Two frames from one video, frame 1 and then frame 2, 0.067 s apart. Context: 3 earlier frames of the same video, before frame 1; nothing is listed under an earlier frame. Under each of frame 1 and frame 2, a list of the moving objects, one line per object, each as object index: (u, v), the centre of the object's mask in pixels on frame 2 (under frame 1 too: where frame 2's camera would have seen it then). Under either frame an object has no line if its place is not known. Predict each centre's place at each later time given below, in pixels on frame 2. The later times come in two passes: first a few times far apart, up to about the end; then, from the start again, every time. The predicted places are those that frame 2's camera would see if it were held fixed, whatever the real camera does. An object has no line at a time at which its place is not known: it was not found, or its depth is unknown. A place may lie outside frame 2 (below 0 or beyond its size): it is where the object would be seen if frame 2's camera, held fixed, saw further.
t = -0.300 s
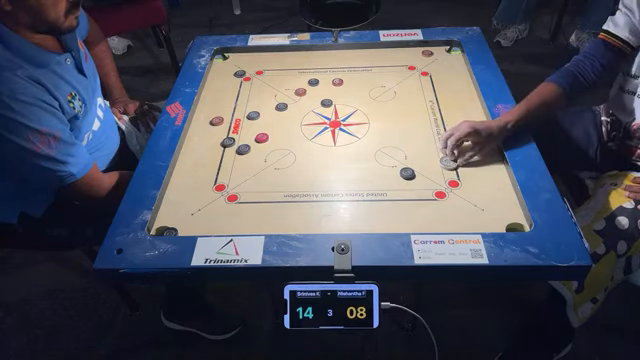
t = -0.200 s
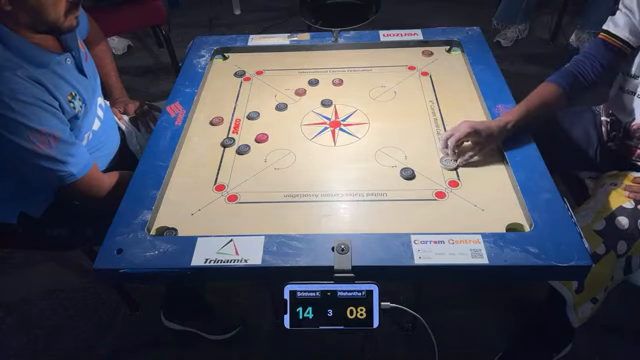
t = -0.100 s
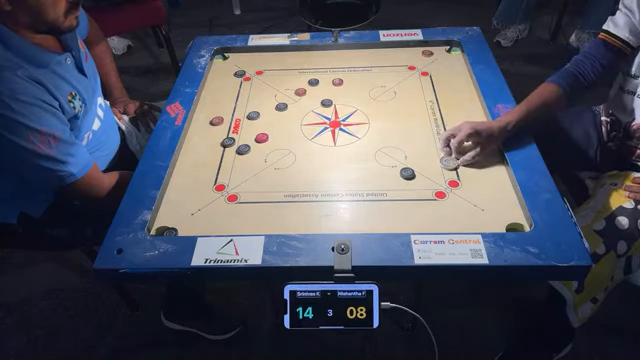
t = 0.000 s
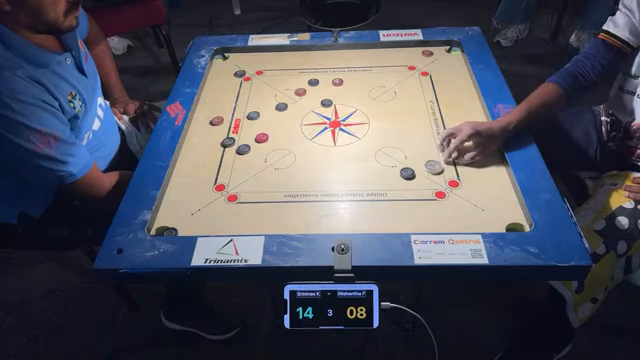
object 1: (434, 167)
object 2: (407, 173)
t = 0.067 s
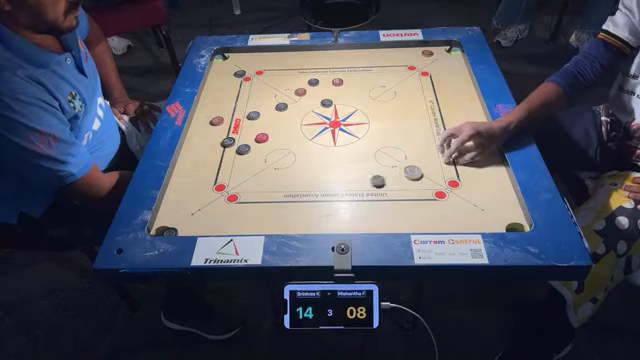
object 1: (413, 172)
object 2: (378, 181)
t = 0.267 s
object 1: (380, 180)
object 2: (259, 213)
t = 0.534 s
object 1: (368, 182)
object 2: (183, 231)
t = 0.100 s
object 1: (406, 174)
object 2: (357, 186)
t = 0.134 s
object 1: (399, 176)
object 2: (336, 192)
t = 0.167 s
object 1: (393, 177)
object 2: (317, 198)
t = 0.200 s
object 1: (388, 178)
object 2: (297, 203)
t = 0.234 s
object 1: (384, 179)
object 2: (277, 208)
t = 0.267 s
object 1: (380, 180)
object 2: (259, 213)
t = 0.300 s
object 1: (377, 181)
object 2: (240, 218)
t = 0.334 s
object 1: (374, 182)
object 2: (222, 222)
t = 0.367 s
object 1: (371, 182)
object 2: (205, 227)
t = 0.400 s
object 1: (369, 182)
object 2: (189, 229)
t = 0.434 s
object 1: (368, 182)
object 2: (185, 230)
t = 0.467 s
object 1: (368, 182)
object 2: (183, 231)
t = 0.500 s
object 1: (368, 182)
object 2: (183, 231)
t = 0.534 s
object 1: (368, 182)
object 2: (183, 231)
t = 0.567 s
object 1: (368, 182)
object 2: (183, 231)
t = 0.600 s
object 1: (368, 182)
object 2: (183, 231)
